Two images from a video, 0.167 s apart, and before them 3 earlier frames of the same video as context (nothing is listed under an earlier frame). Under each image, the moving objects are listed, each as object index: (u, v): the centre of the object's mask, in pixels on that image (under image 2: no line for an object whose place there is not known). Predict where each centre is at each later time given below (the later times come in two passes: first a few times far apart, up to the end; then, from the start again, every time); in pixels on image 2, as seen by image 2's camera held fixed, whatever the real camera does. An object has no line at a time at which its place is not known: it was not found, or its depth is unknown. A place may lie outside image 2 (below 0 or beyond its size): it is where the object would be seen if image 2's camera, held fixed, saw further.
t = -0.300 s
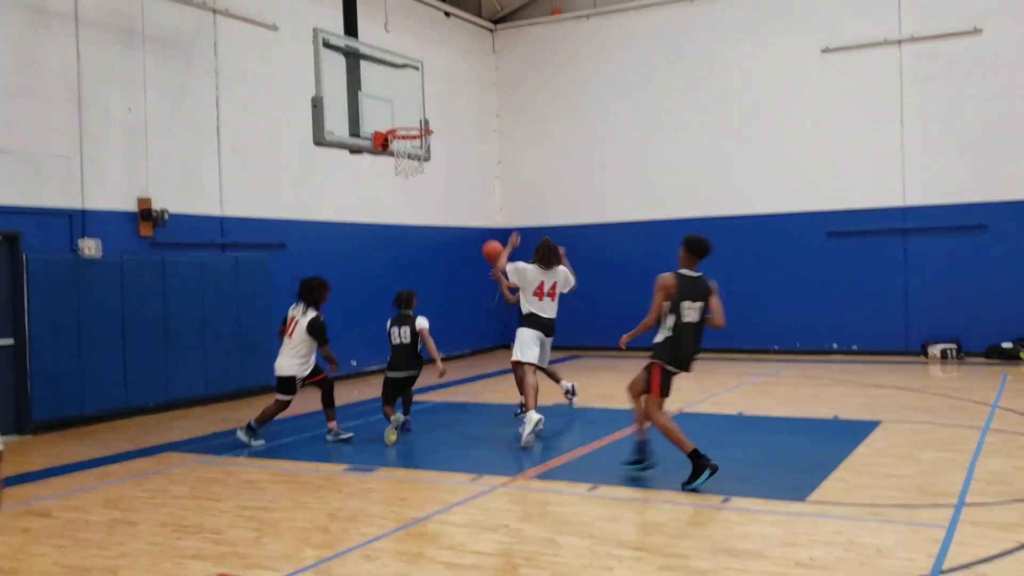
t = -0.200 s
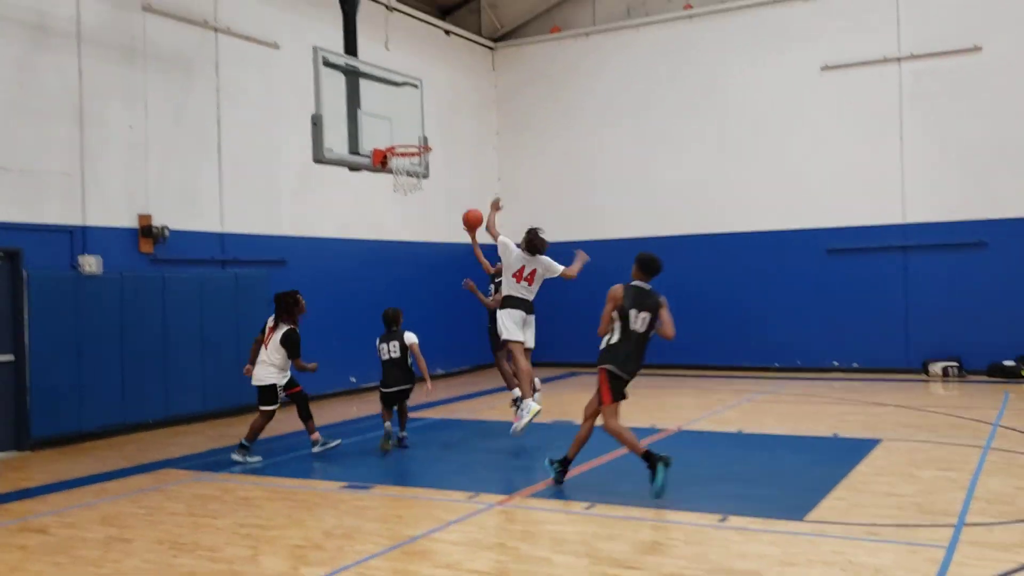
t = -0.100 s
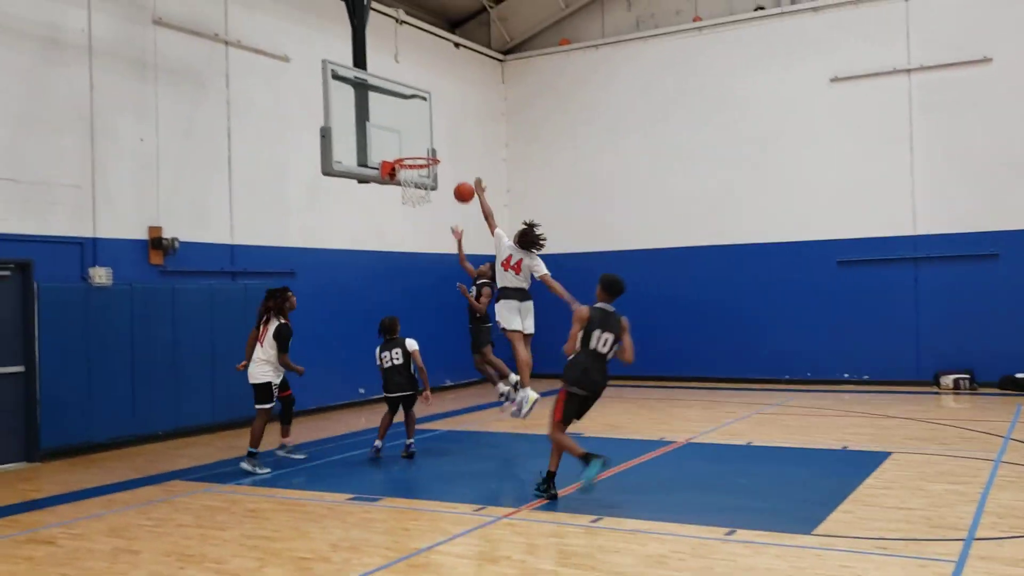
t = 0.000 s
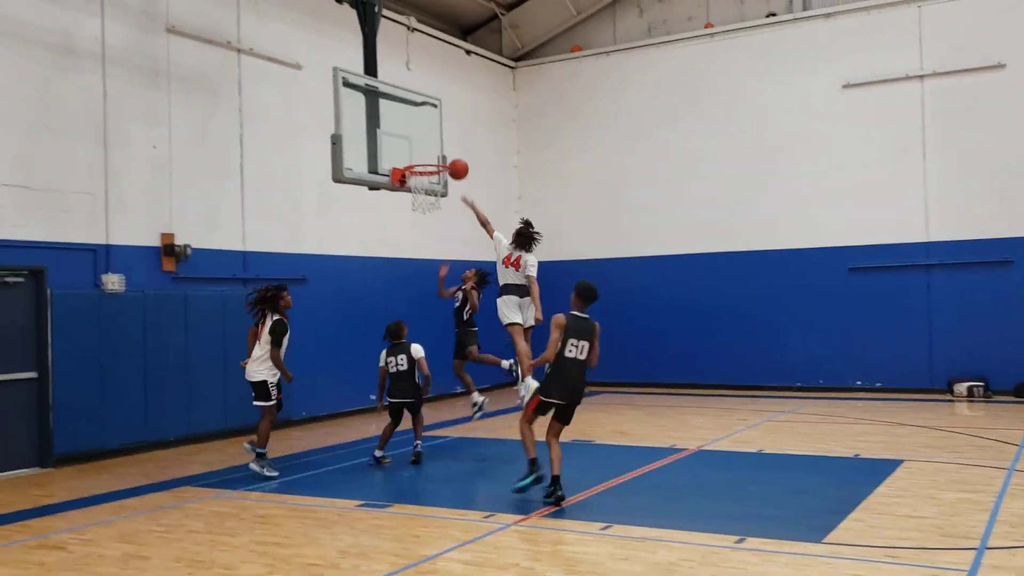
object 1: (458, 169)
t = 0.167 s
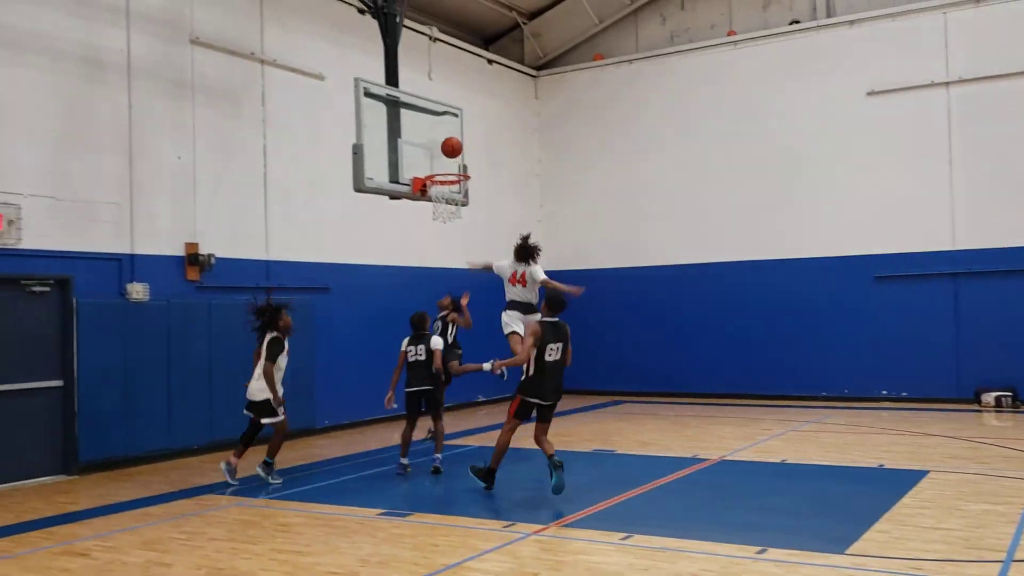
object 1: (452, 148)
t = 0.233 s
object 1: (452, 143)
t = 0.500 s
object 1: (462, 164)
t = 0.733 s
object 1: (451, 159)
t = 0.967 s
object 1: (447, 178)
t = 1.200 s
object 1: (462, 208)
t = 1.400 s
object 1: (478, 237)
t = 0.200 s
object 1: (451, 145)
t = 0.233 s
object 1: (452, 143)
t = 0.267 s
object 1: (453, 142)
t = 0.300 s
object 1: (454, 142)
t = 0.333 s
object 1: (455, 143)
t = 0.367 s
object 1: (456, 145)
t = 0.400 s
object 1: (458, 148)
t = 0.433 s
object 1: (459, 152)
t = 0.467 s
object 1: (460, 158)
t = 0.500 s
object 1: (462, 164)
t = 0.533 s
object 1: (463, 167)
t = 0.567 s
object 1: (461, 164)
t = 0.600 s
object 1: (459, 161)
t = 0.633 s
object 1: (457, 159)
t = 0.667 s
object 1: (455, 158)
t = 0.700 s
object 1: (453, 158)
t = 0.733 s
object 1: (451, 159)
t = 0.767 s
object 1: (450, 161)
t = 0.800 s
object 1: (448, 163)
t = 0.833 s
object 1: (446, 167)
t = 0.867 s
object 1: (445, 171)
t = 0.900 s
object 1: (445, 173)
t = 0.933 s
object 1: (446, 175)
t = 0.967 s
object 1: (447, 178)
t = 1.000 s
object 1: (447, 182)
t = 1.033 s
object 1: (448, 187)
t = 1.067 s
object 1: (450, 191)
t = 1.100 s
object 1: (450, 199)
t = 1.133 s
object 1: (452, 204)
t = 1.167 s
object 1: (455, 206)
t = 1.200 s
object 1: (462, 208)
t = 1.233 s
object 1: (463, 210)
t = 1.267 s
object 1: (465, 213)
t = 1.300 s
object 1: (468, 218)
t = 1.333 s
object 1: (471, 223)
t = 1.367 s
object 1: (475, 229)
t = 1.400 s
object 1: (478, 237)
